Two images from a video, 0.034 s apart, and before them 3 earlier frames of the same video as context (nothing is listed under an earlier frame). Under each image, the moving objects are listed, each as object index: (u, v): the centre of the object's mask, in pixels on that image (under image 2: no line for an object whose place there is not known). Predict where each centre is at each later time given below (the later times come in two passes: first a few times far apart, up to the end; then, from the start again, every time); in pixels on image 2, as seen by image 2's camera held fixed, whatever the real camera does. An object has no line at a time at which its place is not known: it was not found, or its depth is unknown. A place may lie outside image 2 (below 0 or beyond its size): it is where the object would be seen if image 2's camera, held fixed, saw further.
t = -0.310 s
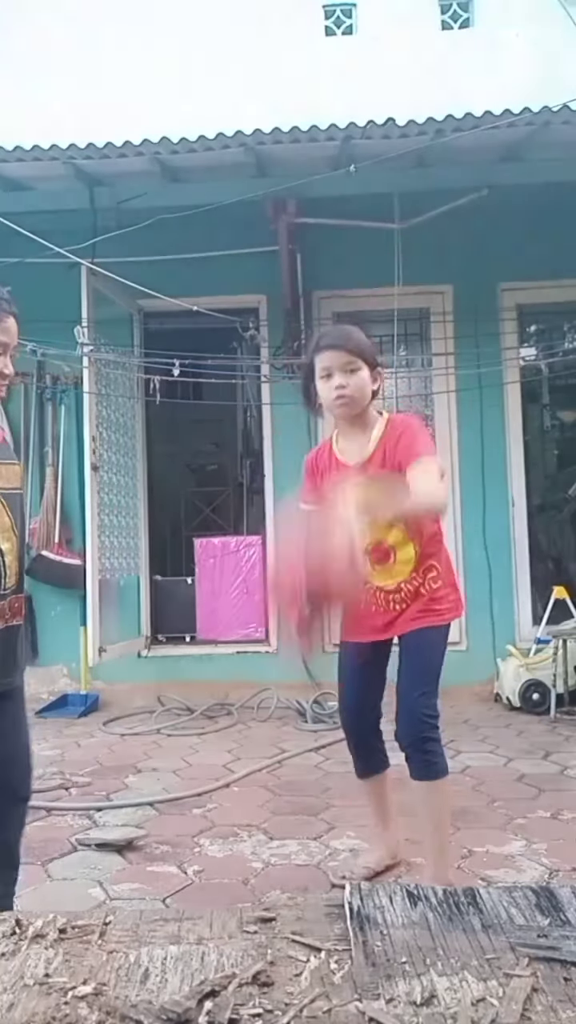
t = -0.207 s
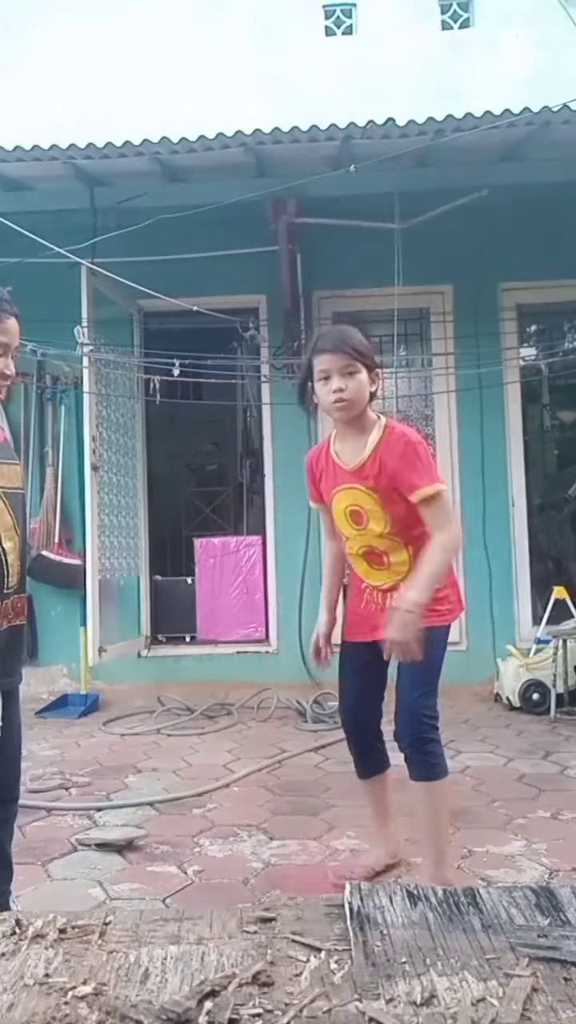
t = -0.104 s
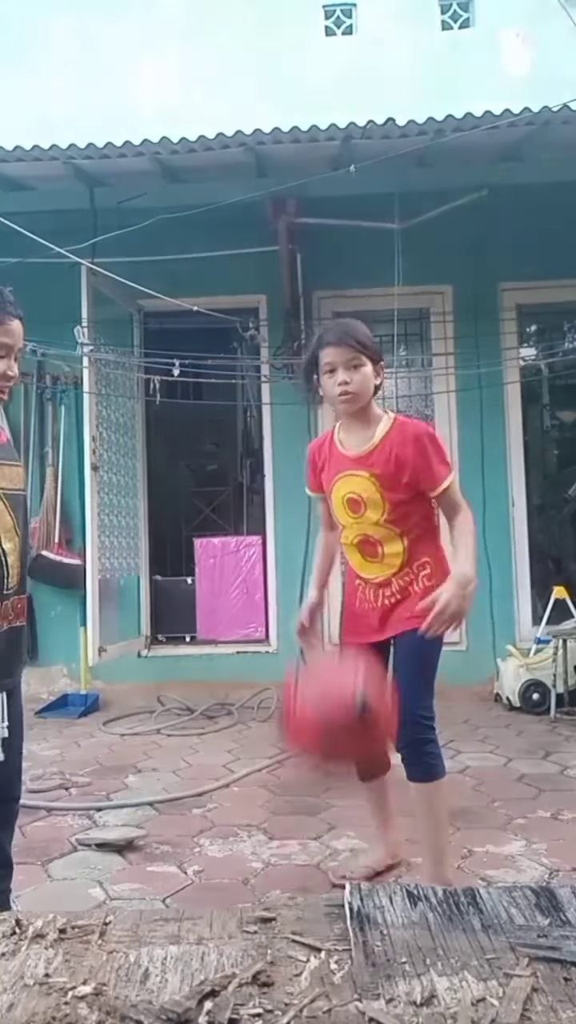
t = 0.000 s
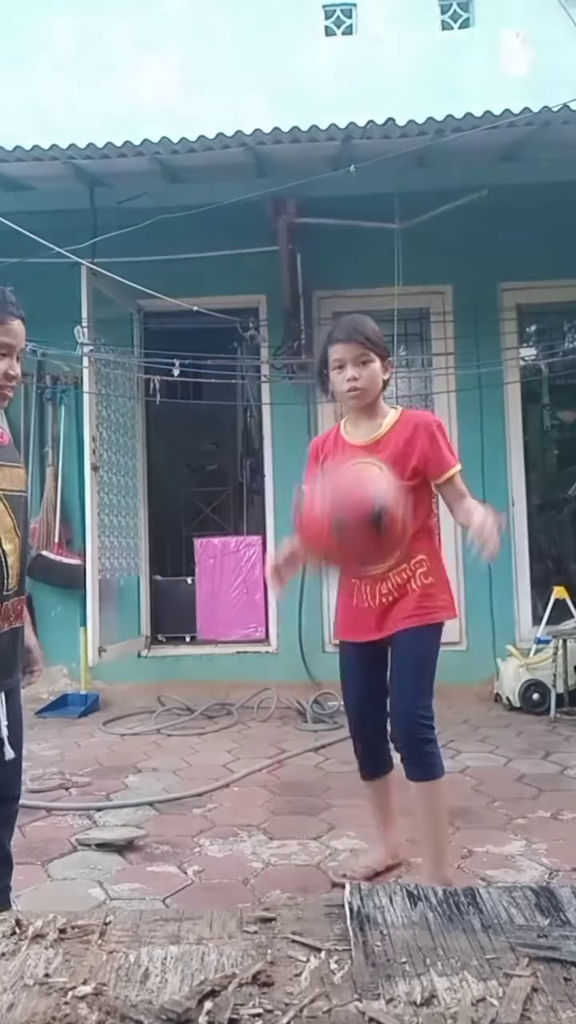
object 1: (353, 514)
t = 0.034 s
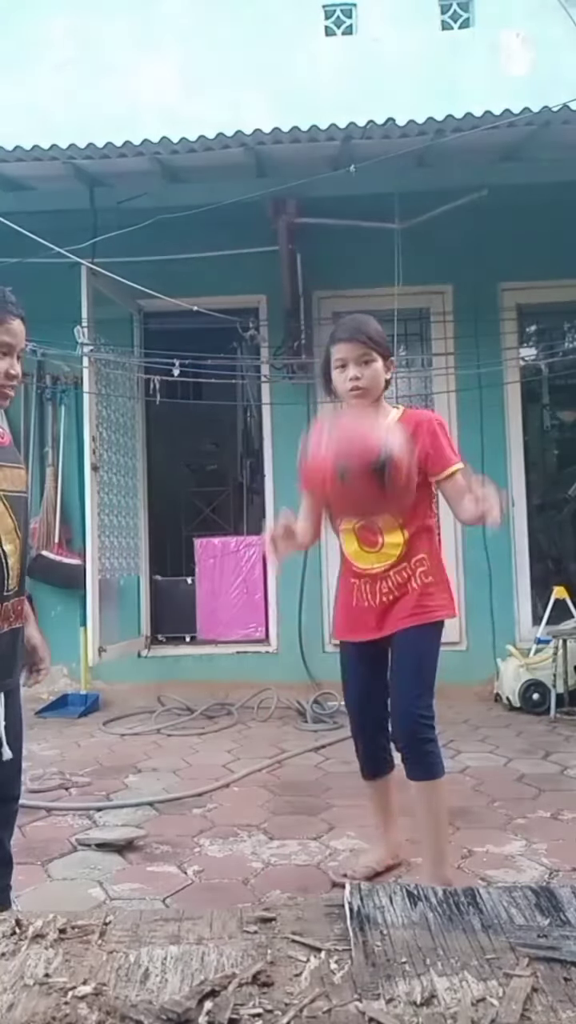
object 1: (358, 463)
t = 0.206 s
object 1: (383, 304)
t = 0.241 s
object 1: (390, 290)
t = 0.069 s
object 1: (361, 419)
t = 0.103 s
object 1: (367, 377)
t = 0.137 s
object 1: (373, 349)
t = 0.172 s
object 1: (378, 323)
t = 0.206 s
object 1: (383, 304)
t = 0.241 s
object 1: (390, 290)
